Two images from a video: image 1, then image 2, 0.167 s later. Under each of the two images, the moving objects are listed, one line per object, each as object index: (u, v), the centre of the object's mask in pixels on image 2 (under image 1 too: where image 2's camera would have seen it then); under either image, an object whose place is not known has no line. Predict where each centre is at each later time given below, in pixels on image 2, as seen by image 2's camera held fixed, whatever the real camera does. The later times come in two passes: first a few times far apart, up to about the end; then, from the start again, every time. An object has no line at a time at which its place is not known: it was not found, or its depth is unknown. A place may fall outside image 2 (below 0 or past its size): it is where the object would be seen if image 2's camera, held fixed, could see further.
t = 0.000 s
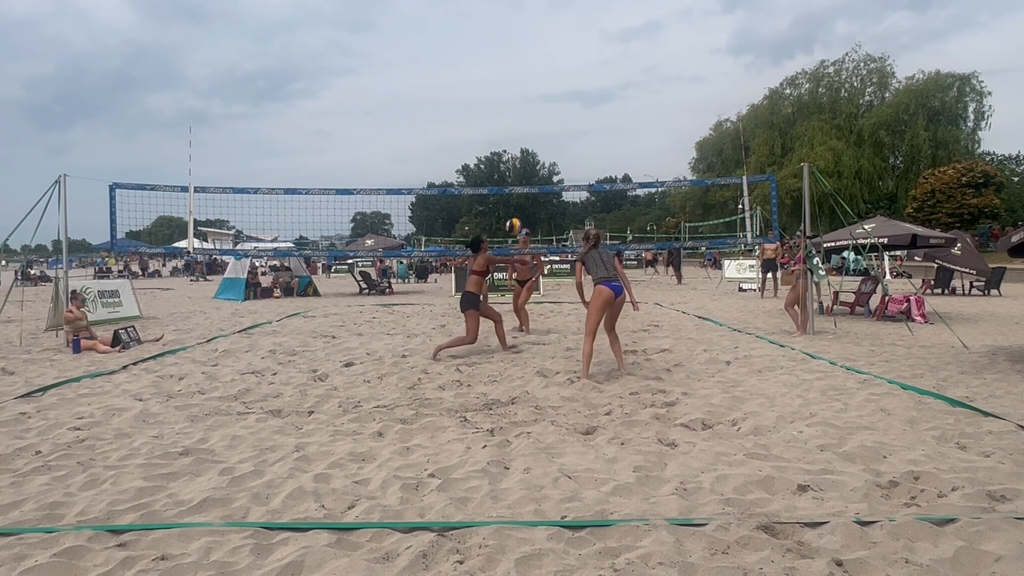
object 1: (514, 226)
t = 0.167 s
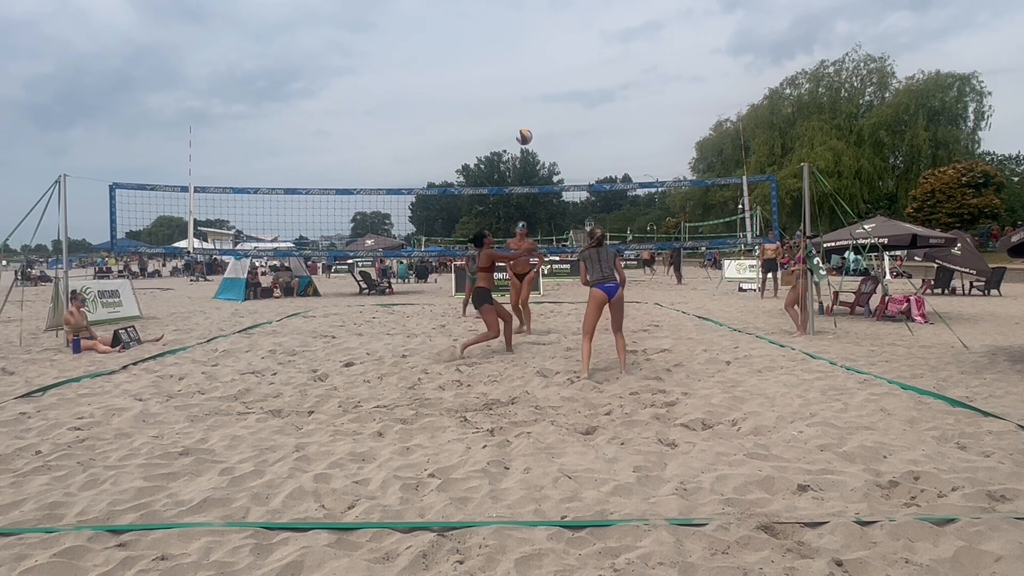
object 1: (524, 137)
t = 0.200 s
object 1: (526, 122)
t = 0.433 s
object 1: (539, 40)
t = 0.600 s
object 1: (549, 8)
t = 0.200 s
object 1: (526, 122)
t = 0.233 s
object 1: (528, 107)
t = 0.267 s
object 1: (530, 94)
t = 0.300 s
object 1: (532, 81)
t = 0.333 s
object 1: (533, 70)
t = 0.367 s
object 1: (535, 59)
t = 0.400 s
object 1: (537, 49)
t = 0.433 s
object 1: (539, 40)
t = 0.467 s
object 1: (541, 31)
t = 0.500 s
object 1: (543, 24)
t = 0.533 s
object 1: (545, 18)
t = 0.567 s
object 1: (547, 12)
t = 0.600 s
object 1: (549, 8)
